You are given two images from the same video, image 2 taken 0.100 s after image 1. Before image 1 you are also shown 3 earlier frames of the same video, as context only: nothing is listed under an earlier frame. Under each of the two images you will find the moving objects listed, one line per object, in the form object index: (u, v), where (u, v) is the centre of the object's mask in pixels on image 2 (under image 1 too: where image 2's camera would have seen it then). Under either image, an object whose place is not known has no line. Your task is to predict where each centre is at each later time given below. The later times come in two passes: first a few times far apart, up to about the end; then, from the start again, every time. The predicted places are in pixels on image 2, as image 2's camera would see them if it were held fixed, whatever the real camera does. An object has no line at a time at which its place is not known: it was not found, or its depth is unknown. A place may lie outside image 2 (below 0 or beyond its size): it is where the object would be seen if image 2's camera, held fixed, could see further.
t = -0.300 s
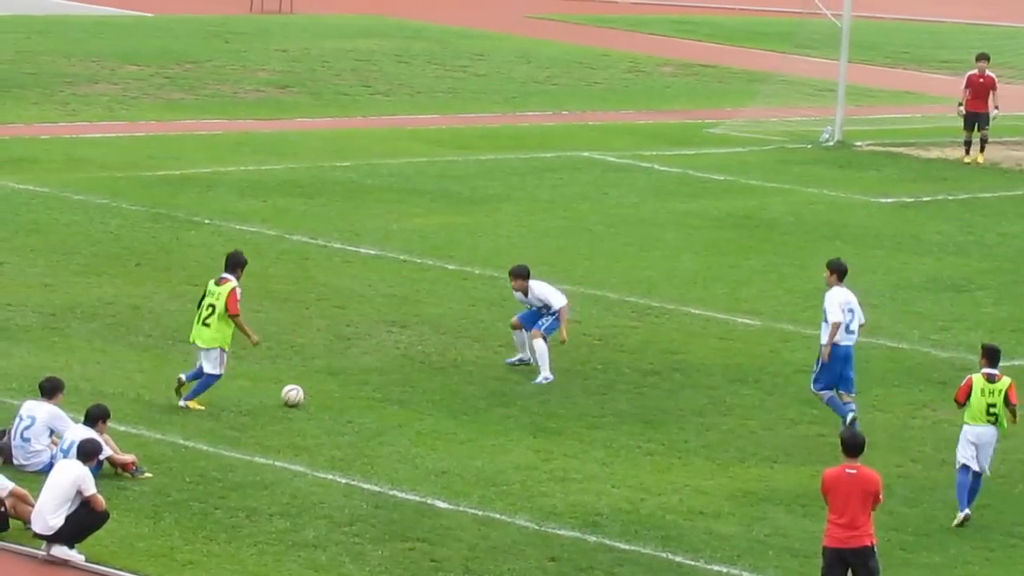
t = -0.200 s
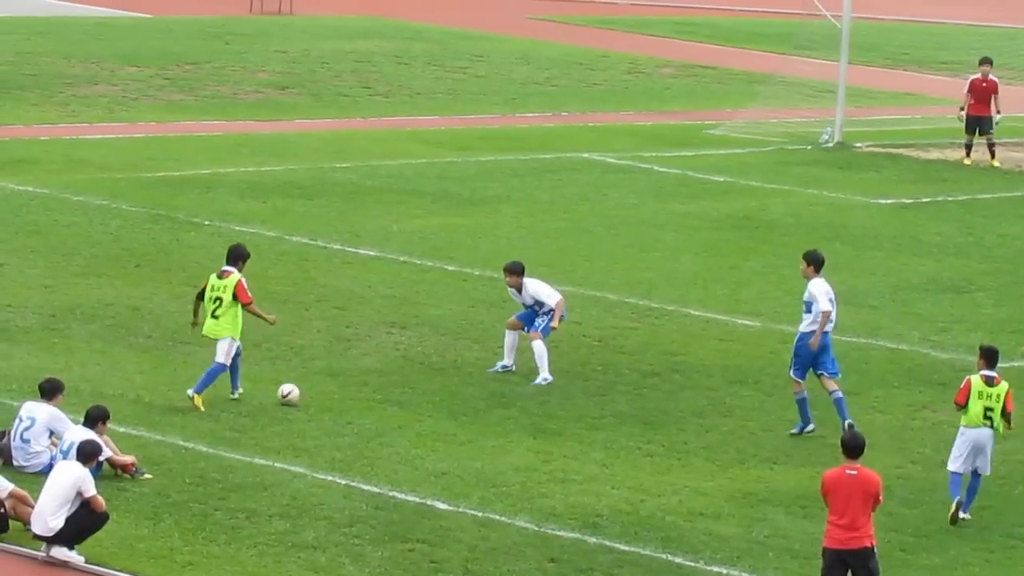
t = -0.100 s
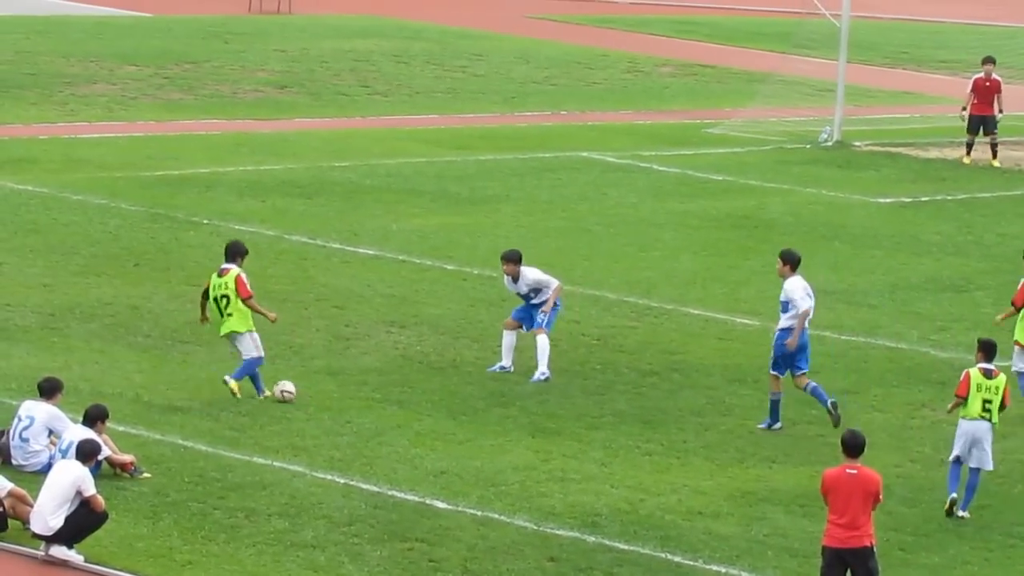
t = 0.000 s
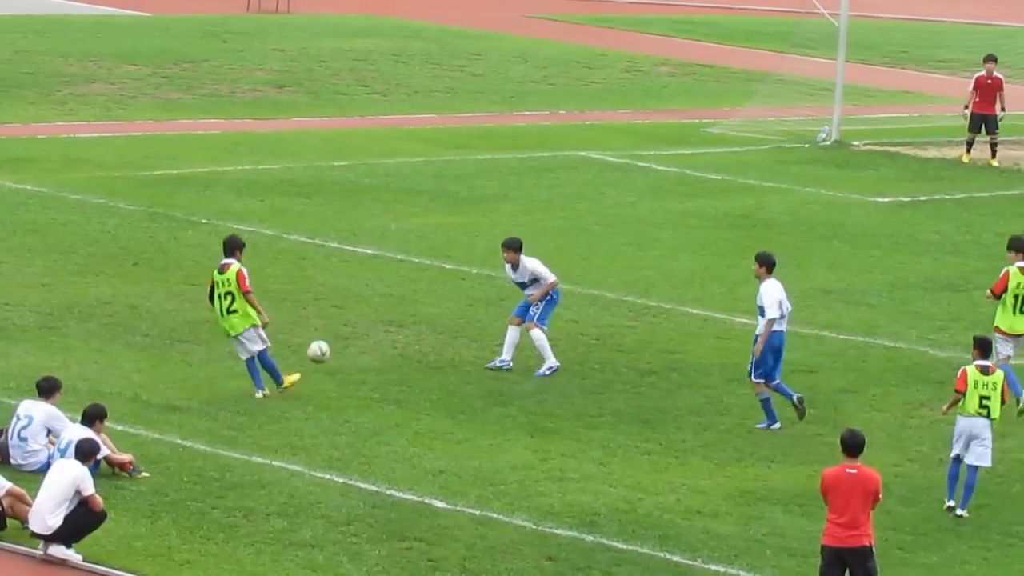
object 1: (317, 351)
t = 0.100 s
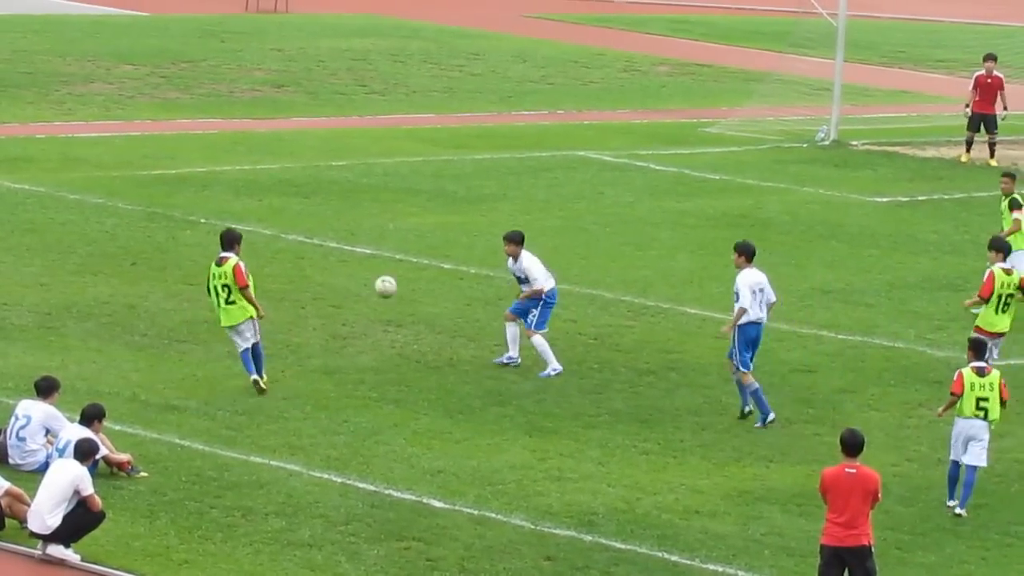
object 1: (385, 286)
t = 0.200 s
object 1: (446, 234)
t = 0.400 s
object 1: (553, 162)
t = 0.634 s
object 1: (654, 126)
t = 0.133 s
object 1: (406, 267)
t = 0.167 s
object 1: (426, 250)
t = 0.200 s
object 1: (446, 234)
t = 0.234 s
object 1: (466, 219)
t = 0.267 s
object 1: (484, 205)
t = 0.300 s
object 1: (502, 192)
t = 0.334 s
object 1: (520, 182)
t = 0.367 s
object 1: (537, 171)
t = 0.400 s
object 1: (553, 162)
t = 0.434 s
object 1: (569, 154)
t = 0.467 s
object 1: (584, 147)
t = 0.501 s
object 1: (599, 141)
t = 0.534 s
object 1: (614, 136)
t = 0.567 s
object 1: (628, 132)
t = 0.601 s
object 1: (642, 129)
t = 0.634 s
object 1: (654, 126)
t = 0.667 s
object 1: (667, 126)
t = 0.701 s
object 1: (680, 125)
